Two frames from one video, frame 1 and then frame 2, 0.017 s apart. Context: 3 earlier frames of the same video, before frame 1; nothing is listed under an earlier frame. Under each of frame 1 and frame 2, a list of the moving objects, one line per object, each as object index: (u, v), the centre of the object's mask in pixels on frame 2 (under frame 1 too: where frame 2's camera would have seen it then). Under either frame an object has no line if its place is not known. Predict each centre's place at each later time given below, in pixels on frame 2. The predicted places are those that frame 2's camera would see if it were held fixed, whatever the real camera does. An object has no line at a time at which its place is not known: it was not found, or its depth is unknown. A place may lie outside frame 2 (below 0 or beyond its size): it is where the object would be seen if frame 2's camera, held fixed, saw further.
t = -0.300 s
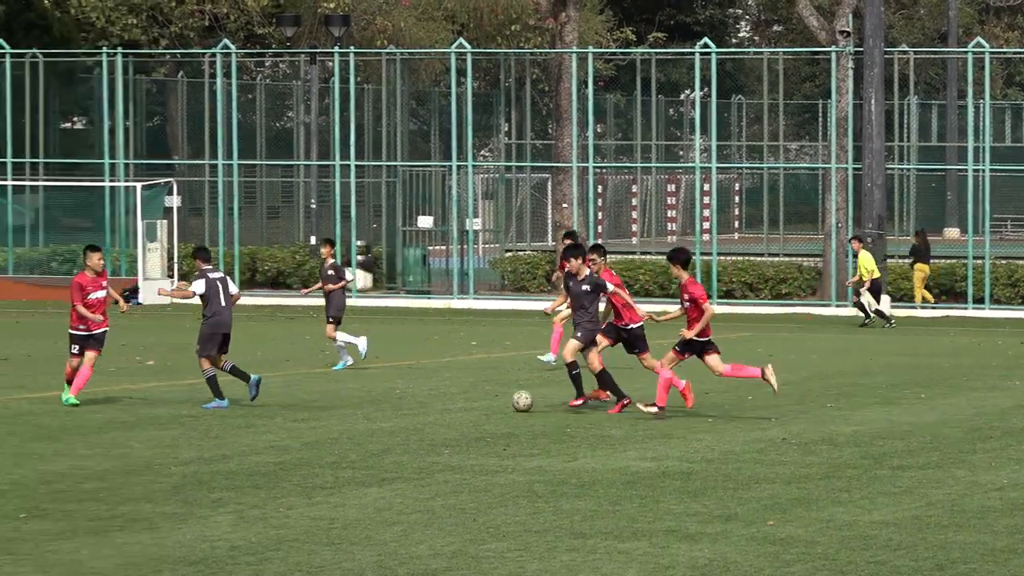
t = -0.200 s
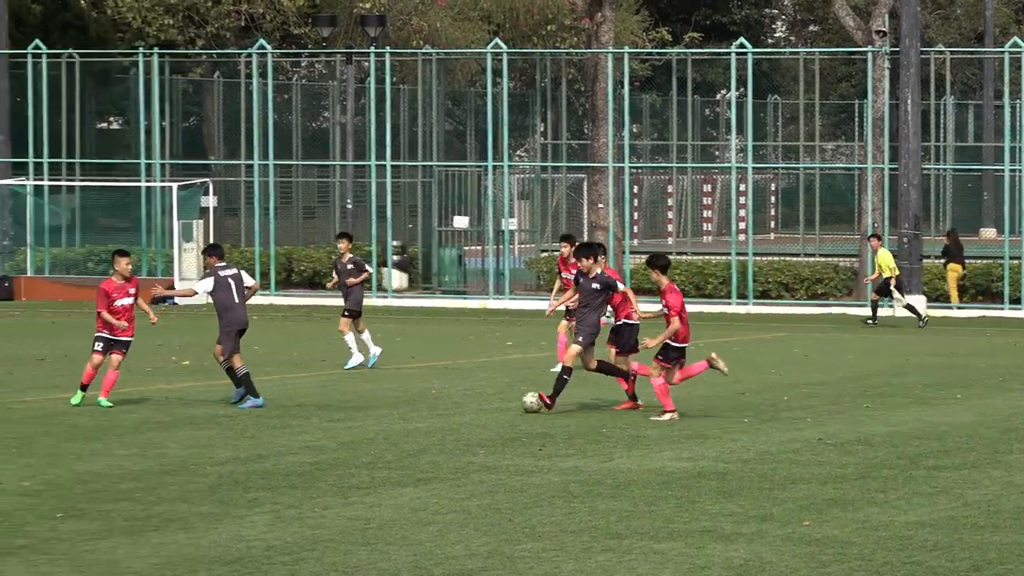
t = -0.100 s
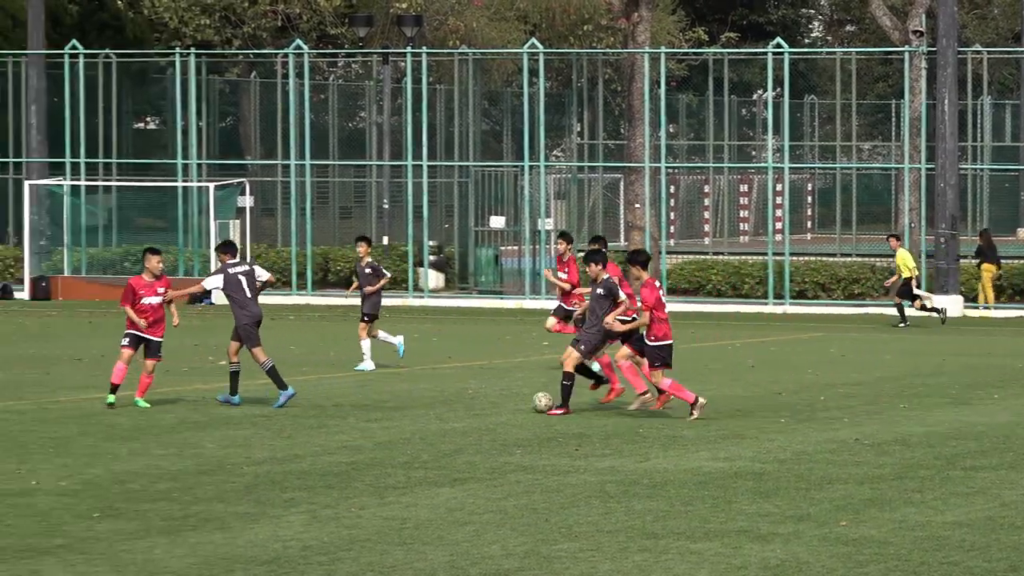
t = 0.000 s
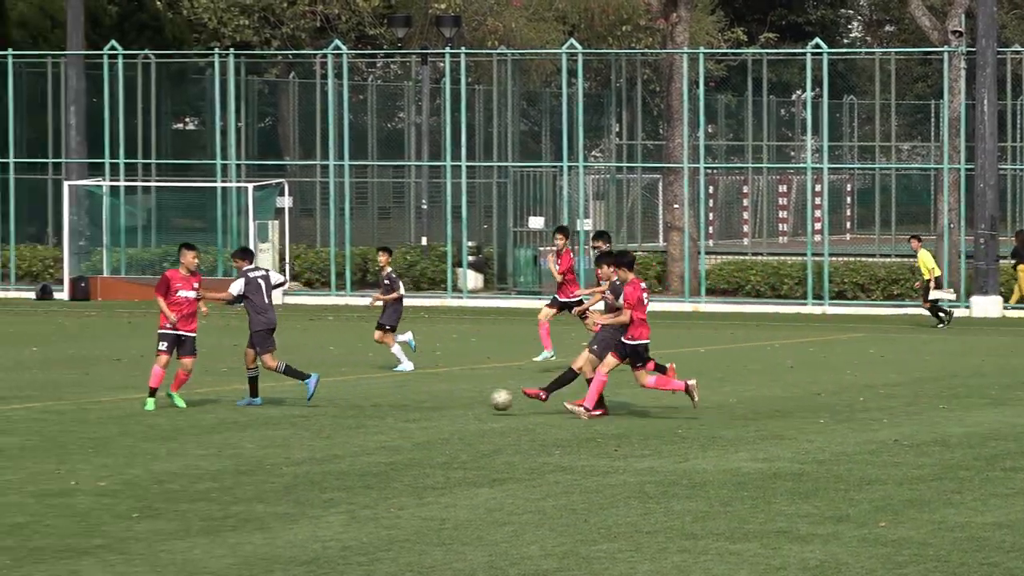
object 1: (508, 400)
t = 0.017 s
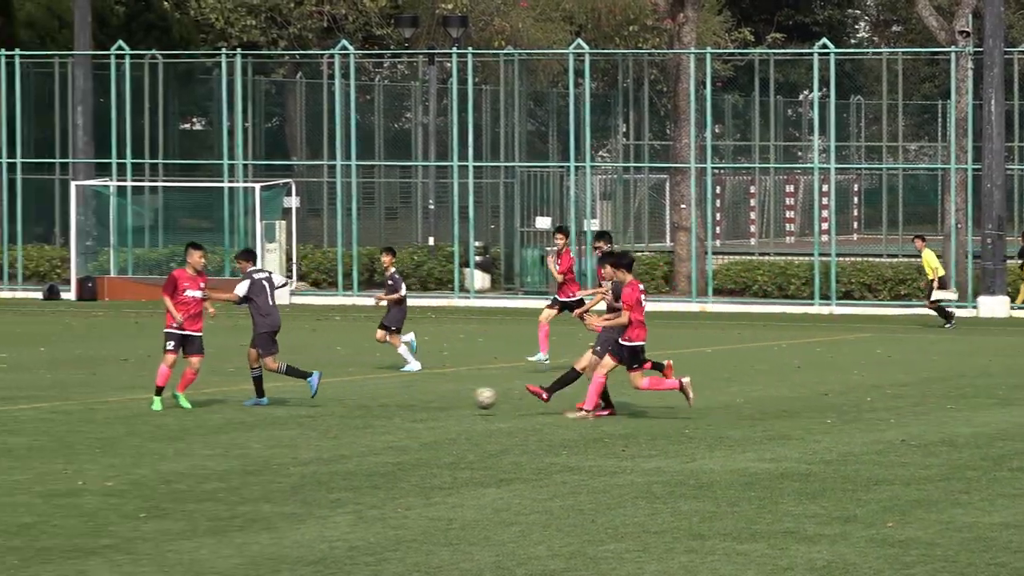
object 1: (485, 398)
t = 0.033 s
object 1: (462, 397)
